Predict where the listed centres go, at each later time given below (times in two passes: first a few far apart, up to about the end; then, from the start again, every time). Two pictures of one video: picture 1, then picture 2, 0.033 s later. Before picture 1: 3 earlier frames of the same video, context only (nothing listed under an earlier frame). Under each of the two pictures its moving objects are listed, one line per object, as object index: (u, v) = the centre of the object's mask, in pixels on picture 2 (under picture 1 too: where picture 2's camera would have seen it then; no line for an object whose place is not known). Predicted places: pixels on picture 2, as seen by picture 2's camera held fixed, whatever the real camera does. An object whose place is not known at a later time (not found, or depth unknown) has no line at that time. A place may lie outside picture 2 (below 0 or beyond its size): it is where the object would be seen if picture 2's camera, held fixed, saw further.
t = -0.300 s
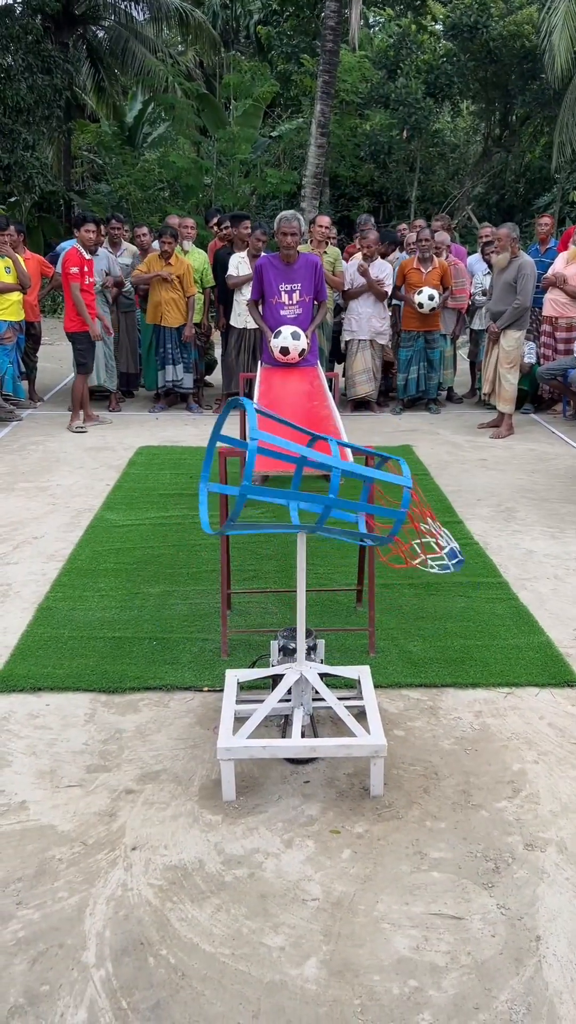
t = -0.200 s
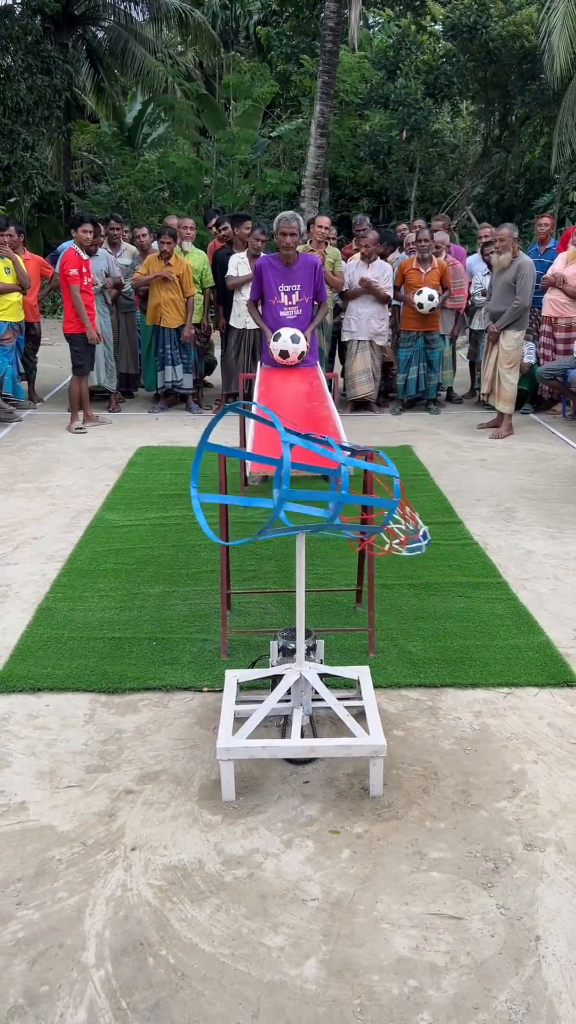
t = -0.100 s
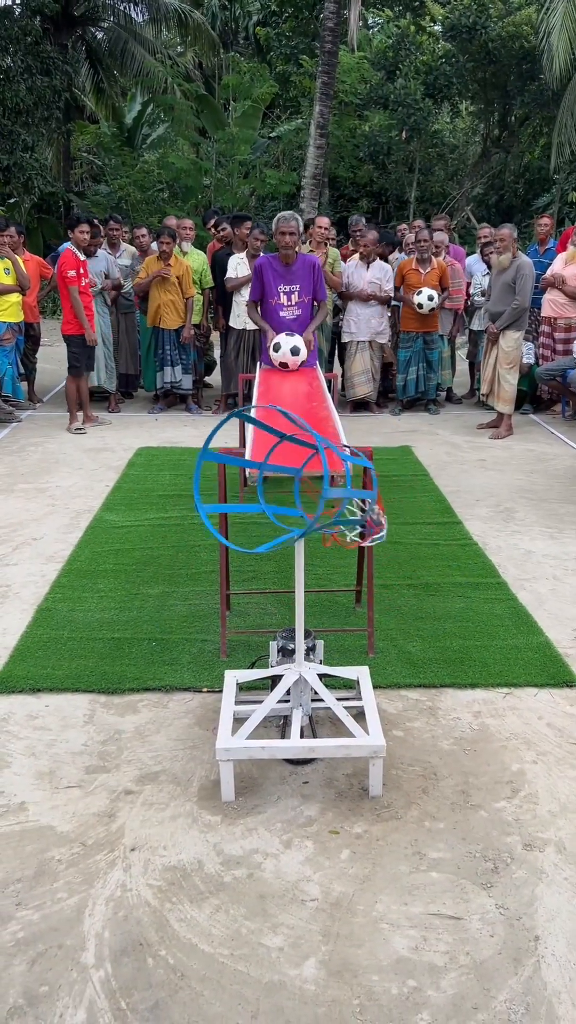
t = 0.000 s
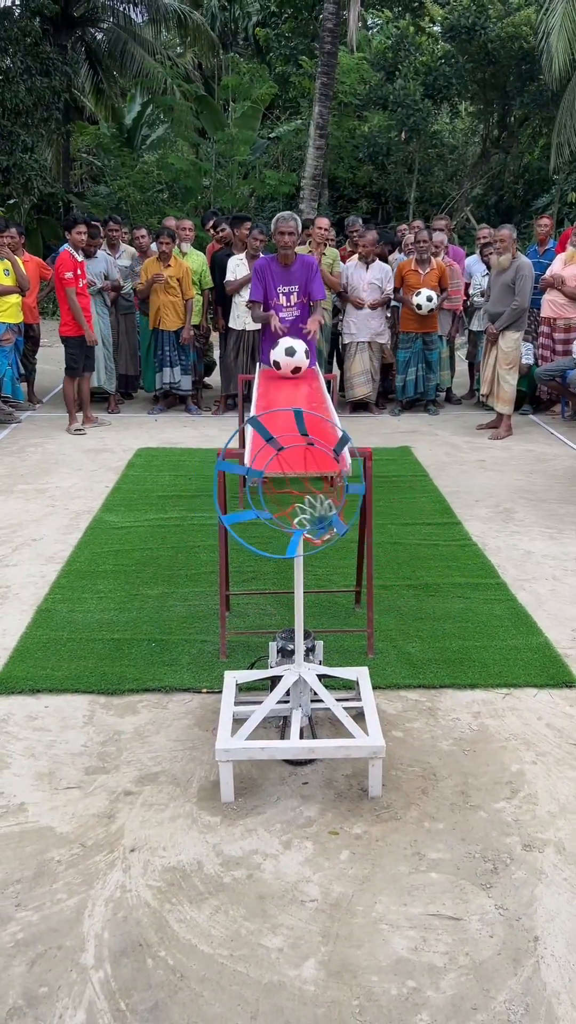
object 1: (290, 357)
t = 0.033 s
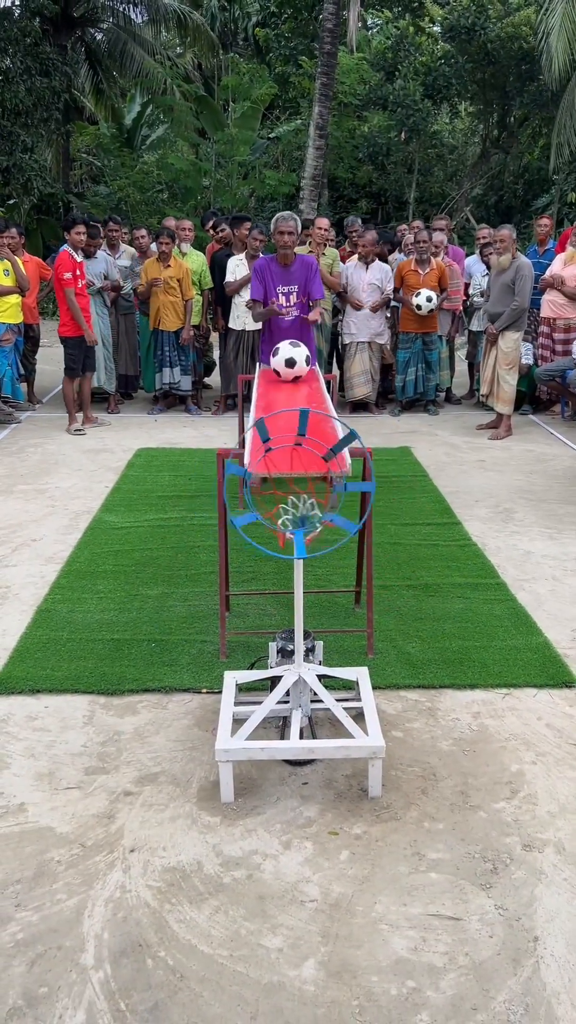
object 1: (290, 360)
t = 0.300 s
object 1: (294, 379)
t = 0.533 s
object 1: (297, 398)
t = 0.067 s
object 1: (291, 362)
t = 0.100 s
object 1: (291, 364)
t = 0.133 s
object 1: (292, 367)
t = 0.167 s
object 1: (293, 369)
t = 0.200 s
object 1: (293, 371)
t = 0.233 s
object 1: (293, 374)
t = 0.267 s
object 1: (294, 376)
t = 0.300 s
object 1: (294, 379)
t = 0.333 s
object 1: (295, 381)
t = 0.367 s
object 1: (295, 384)
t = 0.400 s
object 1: (296, 387)
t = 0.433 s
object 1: (296, 390)
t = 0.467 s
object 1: (297, 392)
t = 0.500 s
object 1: (297, 395)
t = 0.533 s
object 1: (297, 398)
